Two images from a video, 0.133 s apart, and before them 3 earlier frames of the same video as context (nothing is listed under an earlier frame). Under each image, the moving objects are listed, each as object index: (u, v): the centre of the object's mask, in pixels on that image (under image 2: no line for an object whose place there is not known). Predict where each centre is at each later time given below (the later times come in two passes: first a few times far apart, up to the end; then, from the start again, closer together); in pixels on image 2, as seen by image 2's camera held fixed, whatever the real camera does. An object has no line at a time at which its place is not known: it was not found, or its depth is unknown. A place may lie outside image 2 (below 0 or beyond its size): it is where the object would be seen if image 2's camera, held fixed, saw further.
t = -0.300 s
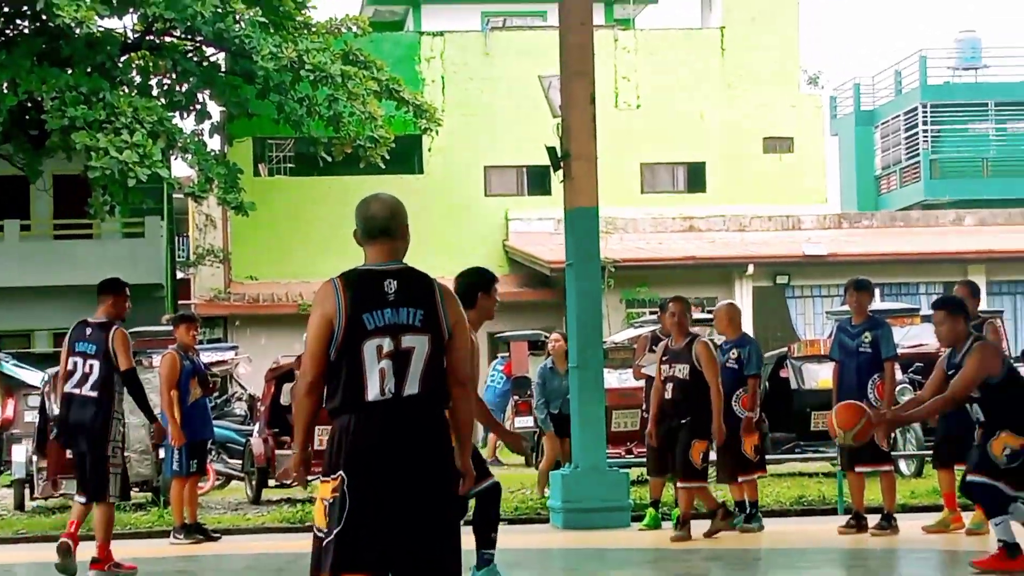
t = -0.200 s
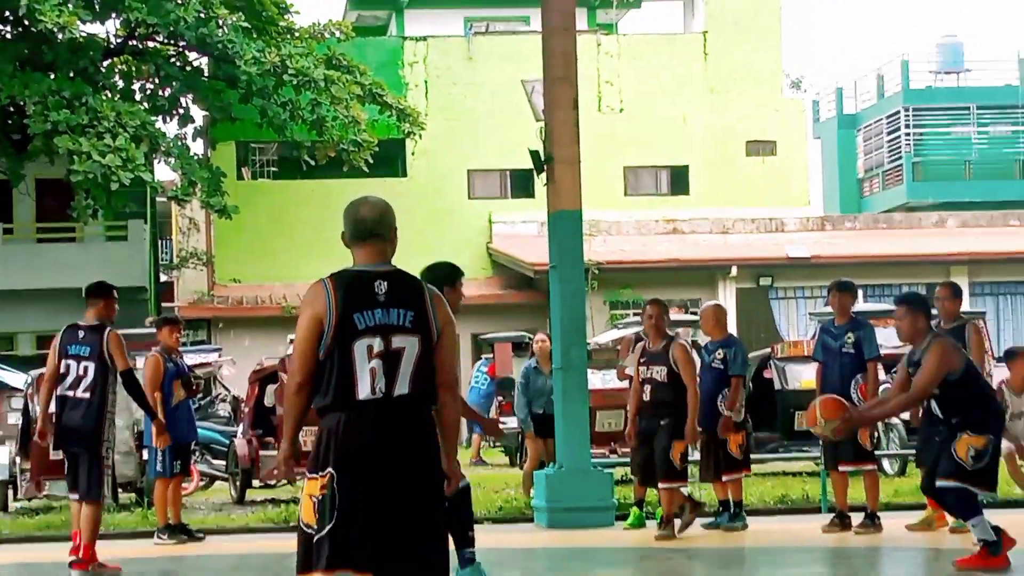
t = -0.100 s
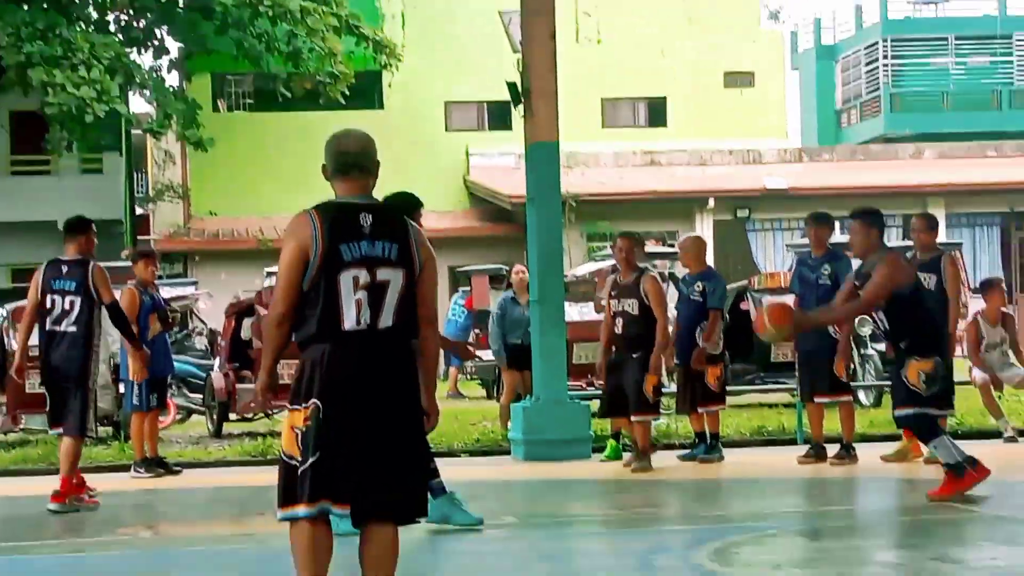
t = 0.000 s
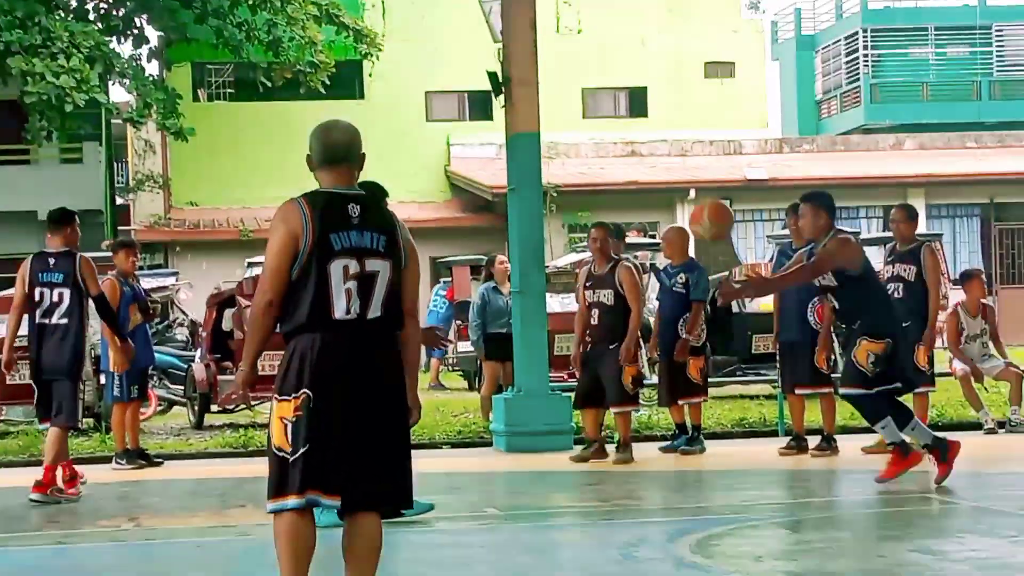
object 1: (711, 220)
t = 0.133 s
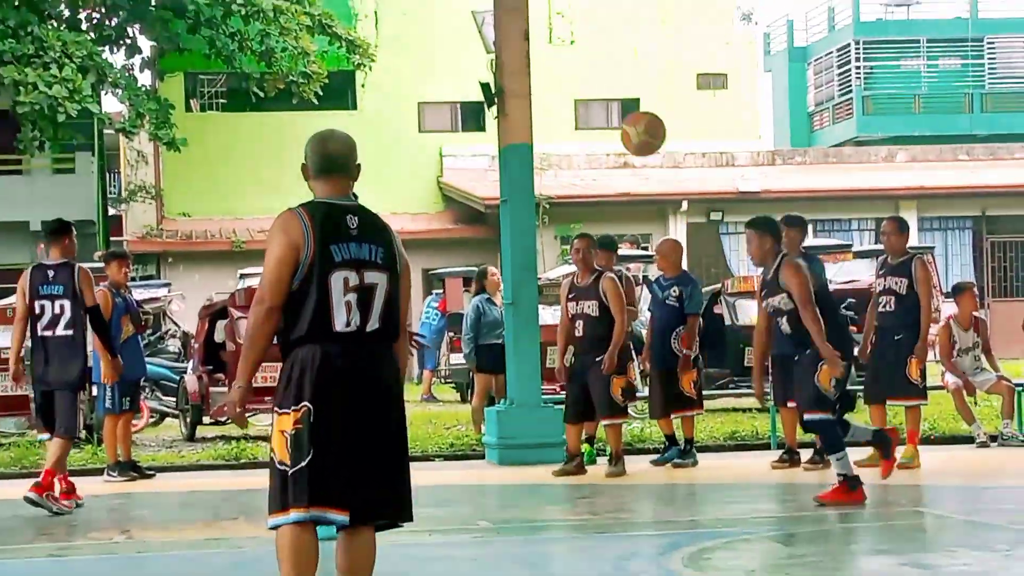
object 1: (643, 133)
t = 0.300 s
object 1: (569, 53)
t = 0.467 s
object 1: (494, 26)
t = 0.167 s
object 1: (628, 113)
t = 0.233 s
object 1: (598, 79)
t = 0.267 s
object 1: (583, 65)
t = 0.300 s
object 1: (569, 53)
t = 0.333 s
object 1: (554, 44)
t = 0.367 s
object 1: (539, 36)
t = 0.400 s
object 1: (524, 31)
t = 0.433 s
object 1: (509, 28)
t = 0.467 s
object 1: (494, 26)
